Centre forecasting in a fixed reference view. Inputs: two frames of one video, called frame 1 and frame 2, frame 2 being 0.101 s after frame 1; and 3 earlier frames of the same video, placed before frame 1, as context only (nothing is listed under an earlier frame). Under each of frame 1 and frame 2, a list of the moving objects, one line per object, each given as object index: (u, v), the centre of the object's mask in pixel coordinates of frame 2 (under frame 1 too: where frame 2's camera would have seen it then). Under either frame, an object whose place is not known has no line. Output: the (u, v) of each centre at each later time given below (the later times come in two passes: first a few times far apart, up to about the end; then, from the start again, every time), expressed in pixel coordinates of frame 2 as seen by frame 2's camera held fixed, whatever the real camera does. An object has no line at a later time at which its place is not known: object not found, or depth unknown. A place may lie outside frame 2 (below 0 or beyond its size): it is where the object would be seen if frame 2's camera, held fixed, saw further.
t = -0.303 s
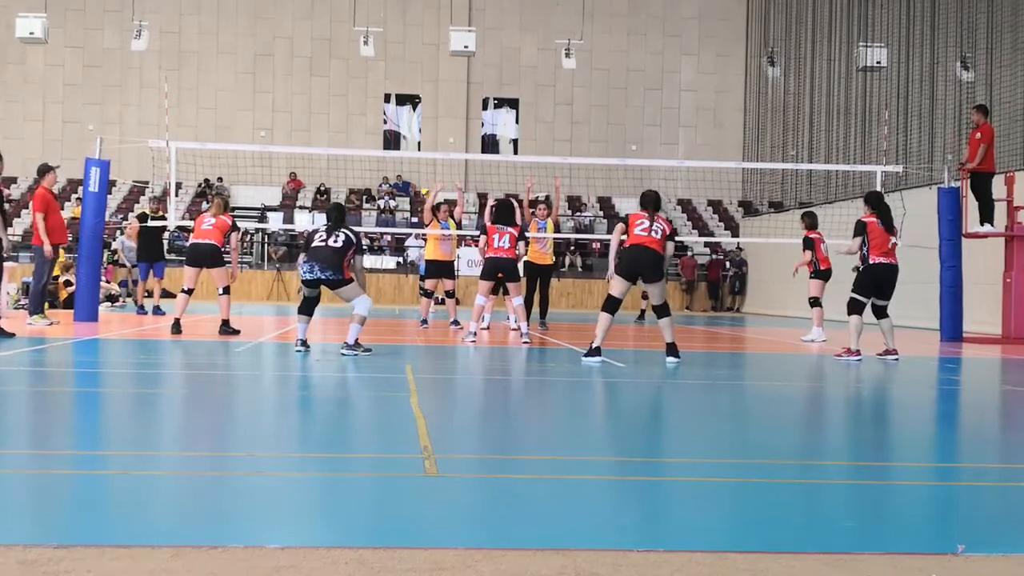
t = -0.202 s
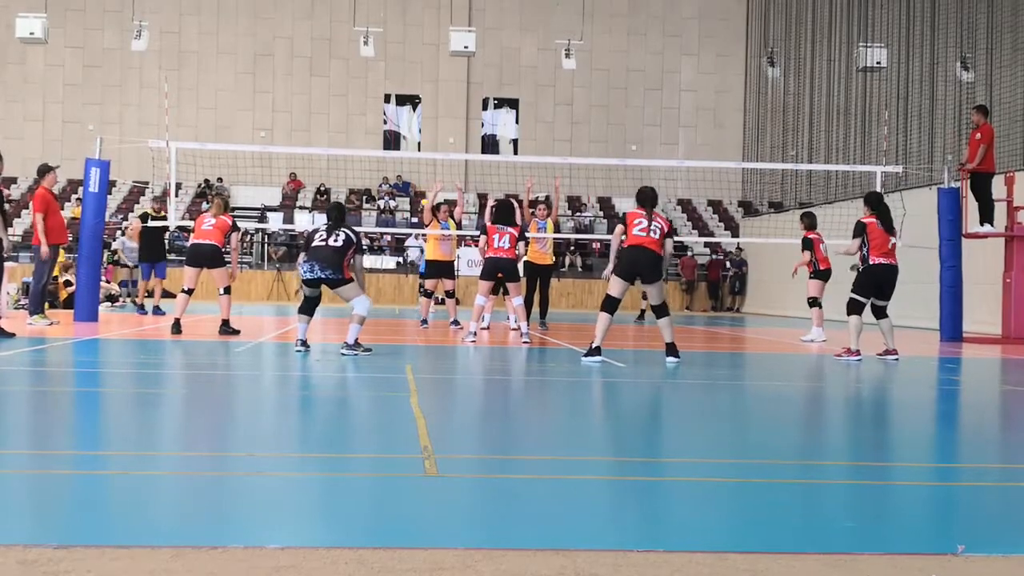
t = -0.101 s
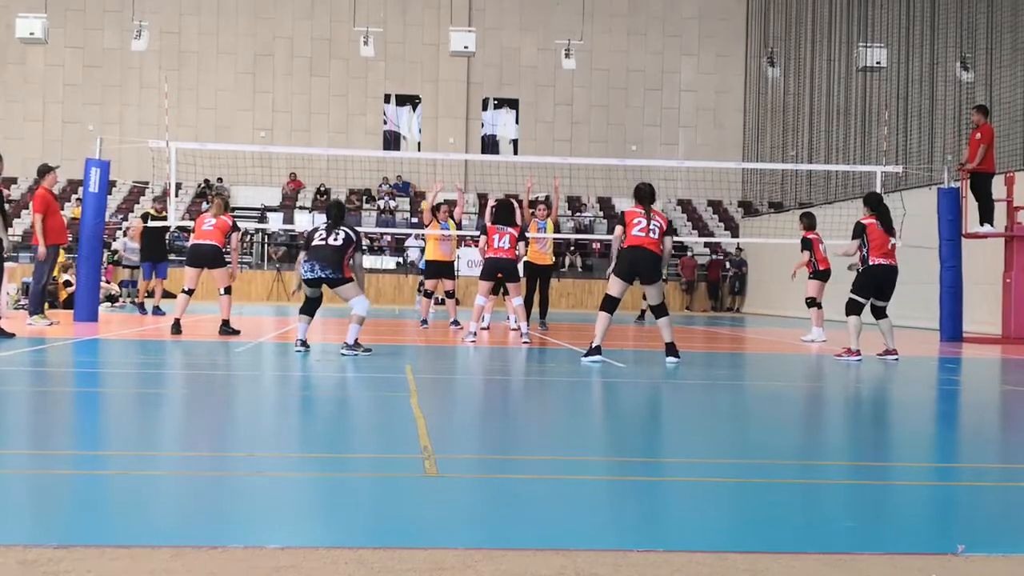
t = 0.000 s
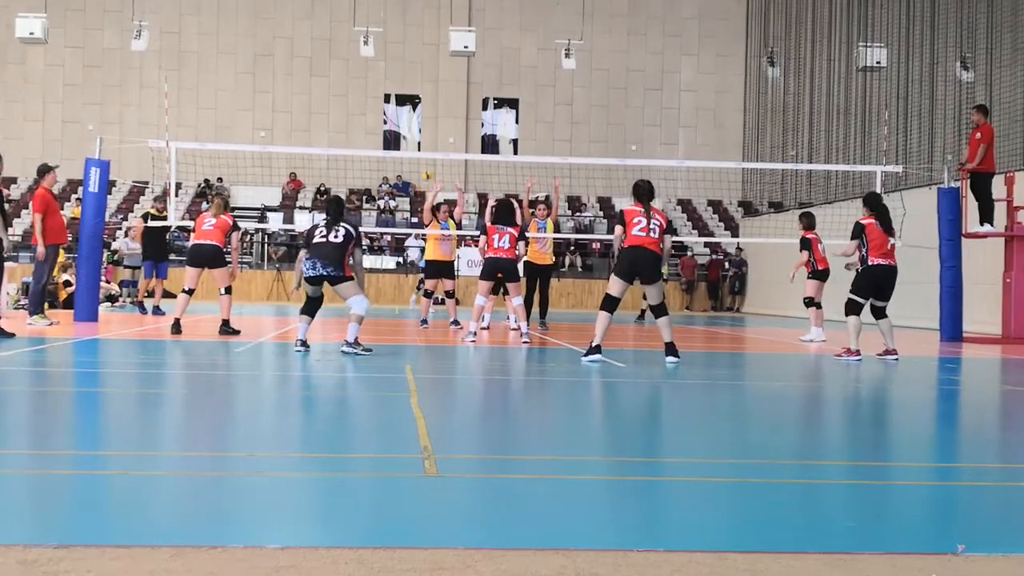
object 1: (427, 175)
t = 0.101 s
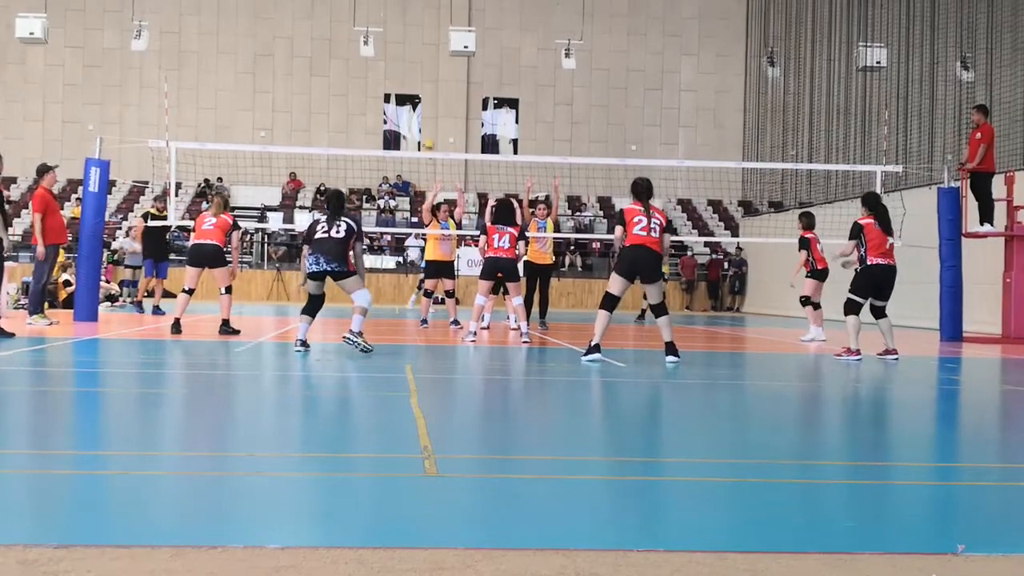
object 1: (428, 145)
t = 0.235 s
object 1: (428, 114)
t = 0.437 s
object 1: (428, 82)
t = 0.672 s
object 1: (425, 70)
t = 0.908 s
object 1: (416, 100)
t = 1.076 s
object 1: (413, 160)
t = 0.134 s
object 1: (428, 136)
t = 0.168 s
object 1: (428, 128)
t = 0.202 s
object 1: (428, 121)
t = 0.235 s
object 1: (428, 114)
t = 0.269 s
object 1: (429, 108)
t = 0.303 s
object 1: (429, 102)
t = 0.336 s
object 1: (429, 96)
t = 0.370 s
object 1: (428, 90)
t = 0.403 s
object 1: (429, 85)
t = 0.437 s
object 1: (428, 82)
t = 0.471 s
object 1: (428, 78)
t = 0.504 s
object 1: (427, 75)
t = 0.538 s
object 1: (426, 73)
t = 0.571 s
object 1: (425, 71)
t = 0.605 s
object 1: (425, 71)
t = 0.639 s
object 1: (425, 70)
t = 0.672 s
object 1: (425, 70)
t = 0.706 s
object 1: (424, 71)
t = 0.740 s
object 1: (423, 73)
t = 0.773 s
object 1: (422, 76)
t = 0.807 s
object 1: (420, 80)
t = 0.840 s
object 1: (418, 86)
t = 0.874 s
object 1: (417, 92)
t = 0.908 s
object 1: (416, 100)
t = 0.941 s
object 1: (416, 109)
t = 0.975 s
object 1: (416, 121)
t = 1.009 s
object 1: (416, 132)
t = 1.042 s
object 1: (415, 144)
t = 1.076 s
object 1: (413, 160)
